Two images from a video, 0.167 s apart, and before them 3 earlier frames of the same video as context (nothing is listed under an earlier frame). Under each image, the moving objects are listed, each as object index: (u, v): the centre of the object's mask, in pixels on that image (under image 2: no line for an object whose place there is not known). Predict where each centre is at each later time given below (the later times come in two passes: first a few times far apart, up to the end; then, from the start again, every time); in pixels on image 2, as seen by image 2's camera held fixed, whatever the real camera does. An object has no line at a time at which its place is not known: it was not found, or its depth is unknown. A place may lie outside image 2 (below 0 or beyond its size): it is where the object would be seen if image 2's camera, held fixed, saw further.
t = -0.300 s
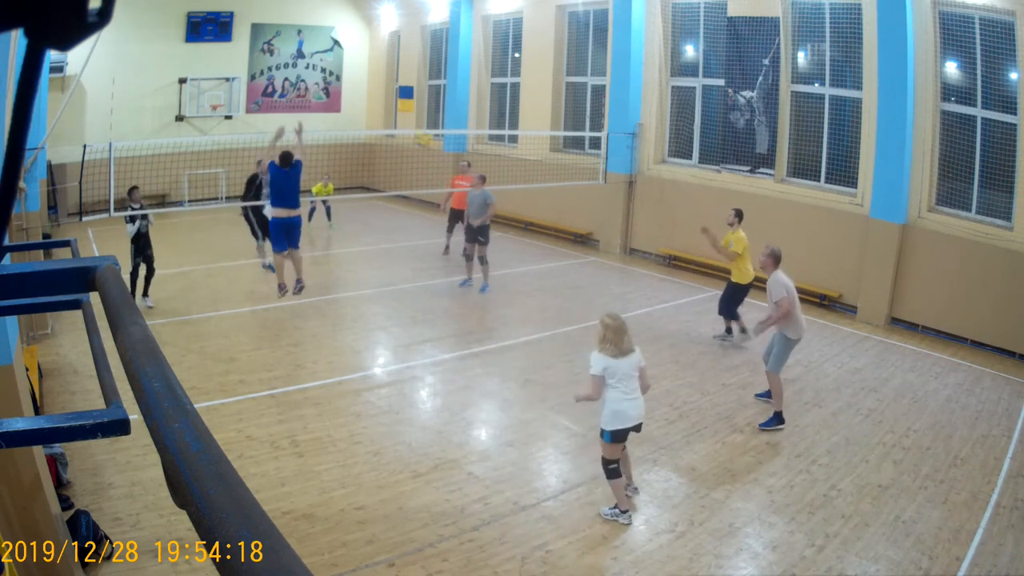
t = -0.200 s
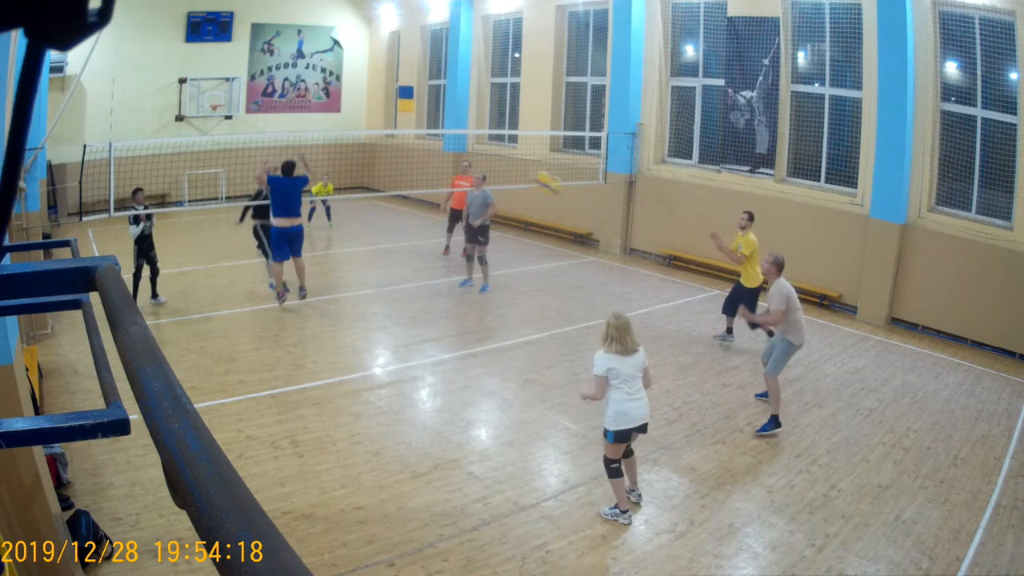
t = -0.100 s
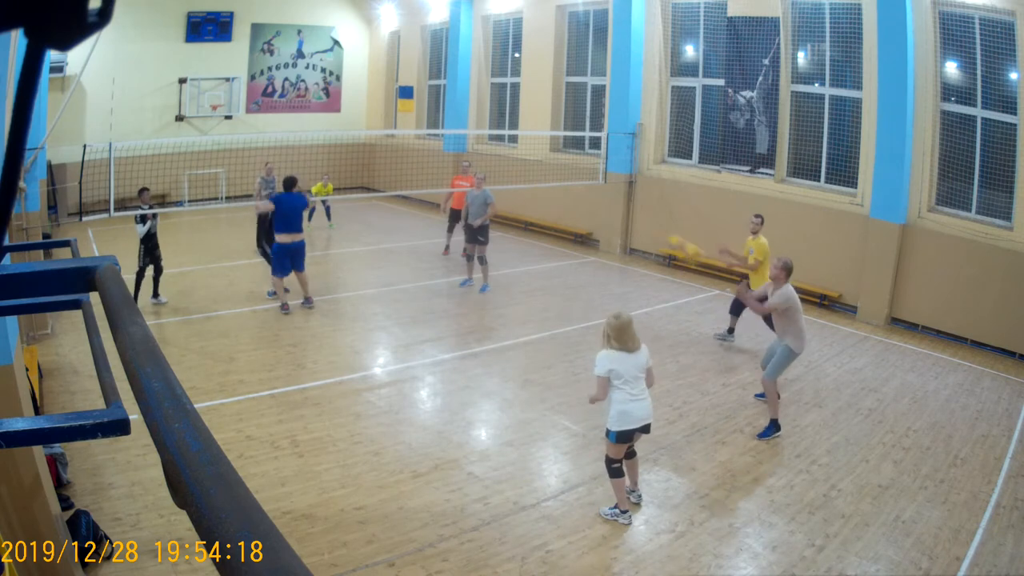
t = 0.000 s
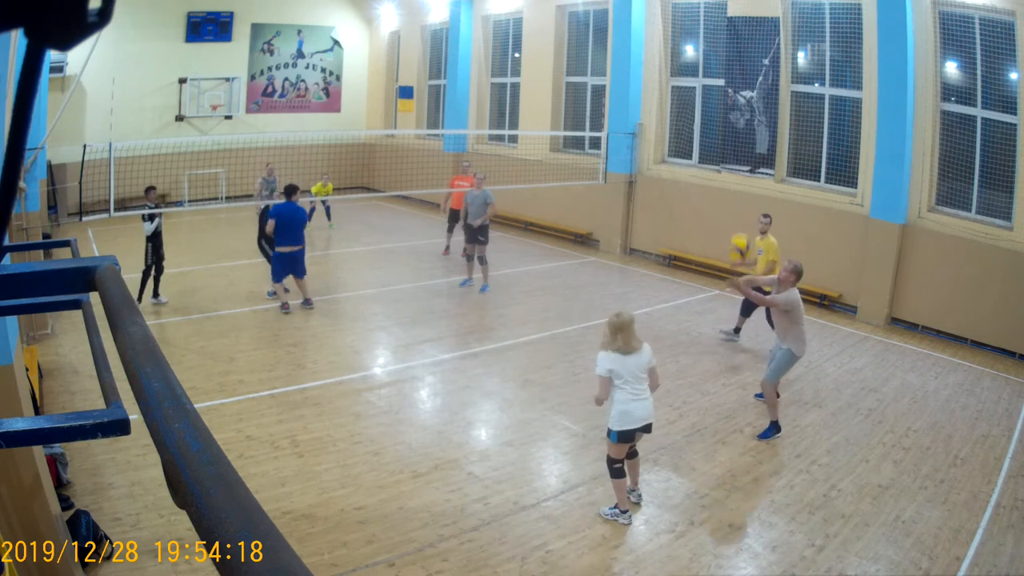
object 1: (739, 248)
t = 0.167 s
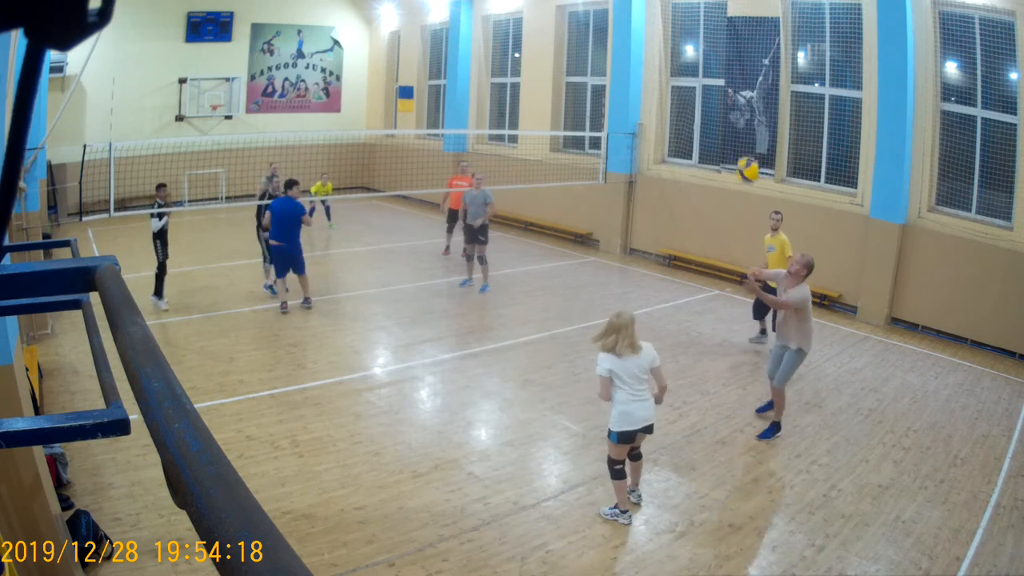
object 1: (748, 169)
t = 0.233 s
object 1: (749, 145)
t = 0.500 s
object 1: (754, 96)
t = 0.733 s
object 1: (755, 124)
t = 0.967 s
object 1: (748, 240)
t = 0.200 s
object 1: (749, 157)
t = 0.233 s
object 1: (749, 145)
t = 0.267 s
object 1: (750, 136)
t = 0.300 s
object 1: (751, 126)
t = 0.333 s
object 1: (751, 117)
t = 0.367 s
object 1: (753, 110)
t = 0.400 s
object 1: (753, 104)
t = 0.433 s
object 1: (753, 101)
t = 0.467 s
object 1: (754, 98)
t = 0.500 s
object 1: (754, 96)
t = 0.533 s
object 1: (754, 96)
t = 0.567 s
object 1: (754, 96)
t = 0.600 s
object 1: (754, 98)
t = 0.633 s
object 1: (755, 103)
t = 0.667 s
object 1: (755, 108)
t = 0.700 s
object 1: (755, 115)
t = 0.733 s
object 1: (755, 124)
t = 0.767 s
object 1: (754, 136)
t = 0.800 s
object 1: (754, 148)
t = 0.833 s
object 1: (753, 162)
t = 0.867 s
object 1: (752, 178)
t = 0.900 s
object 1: (750, 198)
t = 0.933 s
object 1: (750, 217)
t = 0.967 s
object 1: (748, 240)
